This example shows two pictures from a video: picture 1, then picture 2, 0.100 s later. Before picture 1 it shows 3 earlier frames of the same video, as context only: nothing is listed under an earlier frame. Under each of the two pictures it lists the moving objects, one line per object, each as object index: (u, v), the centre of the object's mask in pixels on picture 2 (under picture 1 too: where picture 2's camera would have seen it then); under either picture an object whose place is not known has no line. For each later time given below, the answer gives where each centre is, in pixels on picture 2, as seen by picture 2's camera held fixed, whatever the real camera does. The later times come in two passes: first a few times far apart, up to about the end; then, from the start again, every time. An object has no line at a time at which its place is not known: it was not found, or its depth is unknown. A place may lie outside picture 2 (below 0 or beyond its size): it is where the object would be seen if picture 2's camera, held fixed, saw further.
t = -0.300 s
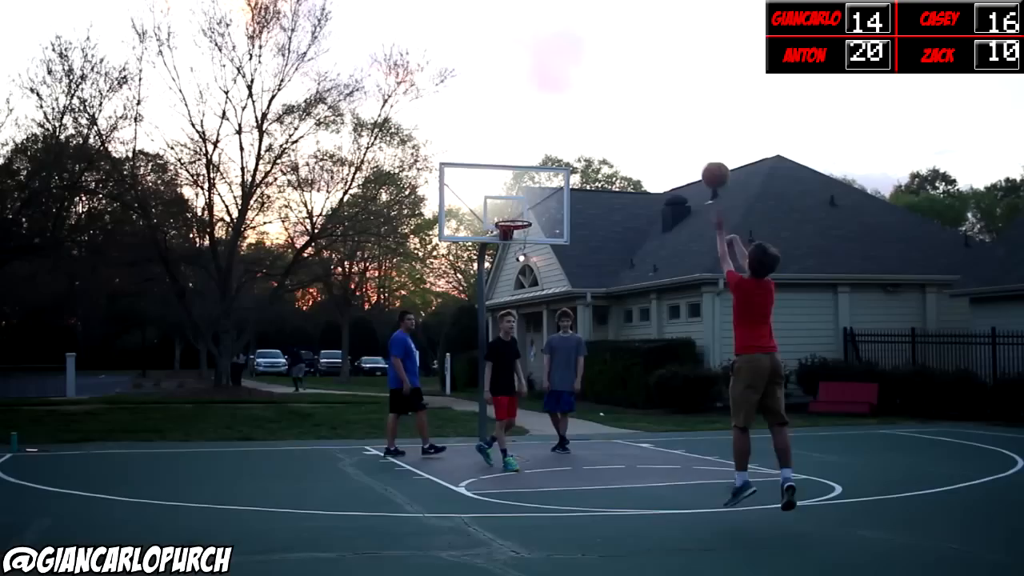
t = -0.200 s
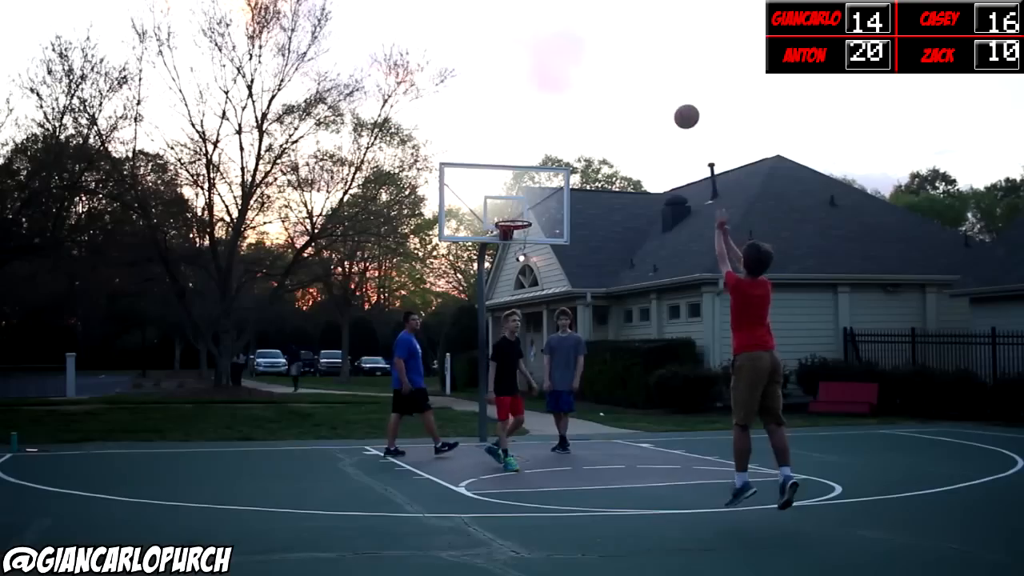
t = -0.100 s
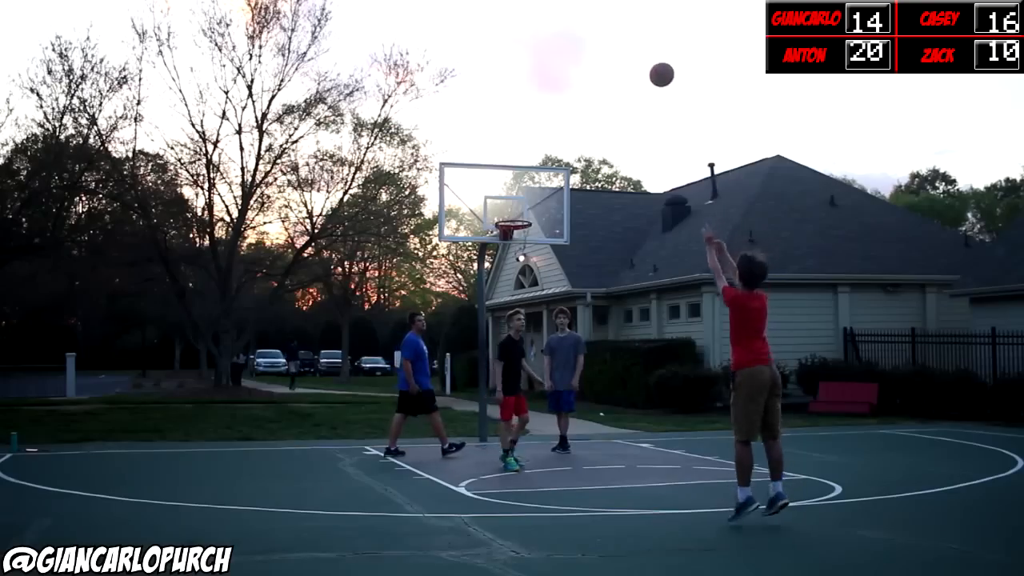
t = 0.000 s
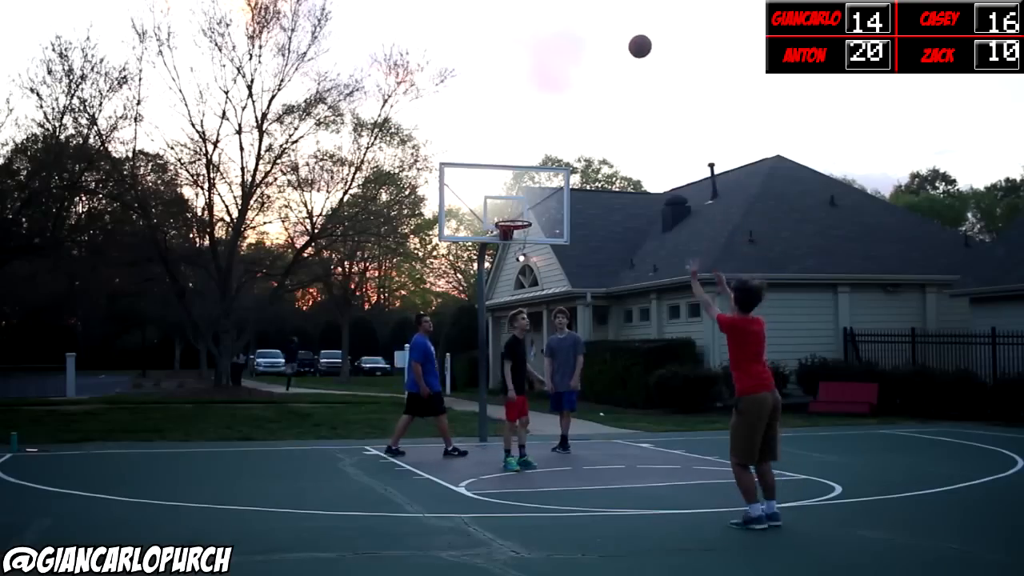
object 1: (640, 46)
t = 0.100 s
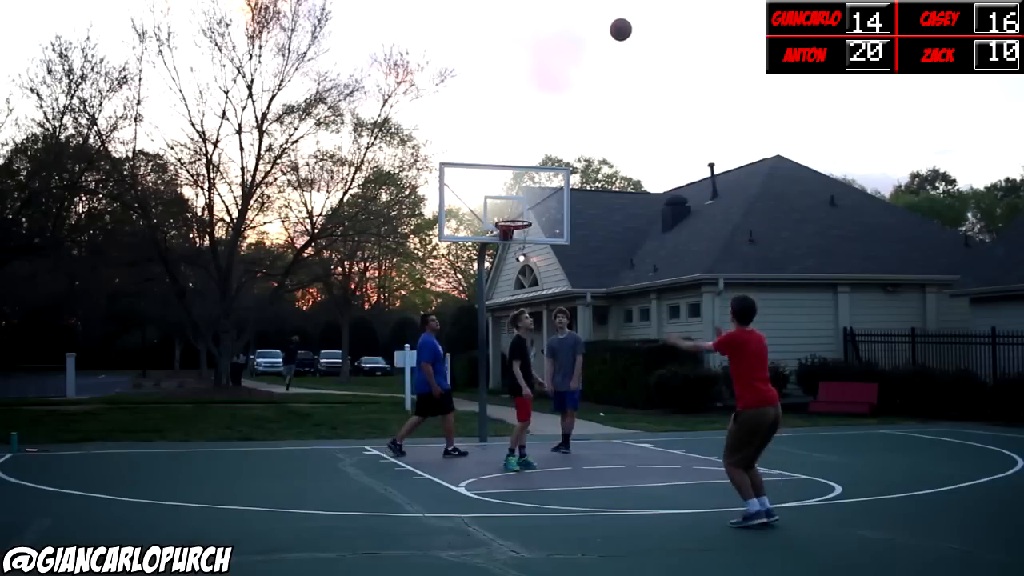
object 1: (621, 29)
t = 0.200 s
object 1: (604, 23)
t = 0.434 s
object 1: (570, 42)
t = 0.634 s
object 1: (547, 90)
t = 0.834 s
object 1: (527, 162)
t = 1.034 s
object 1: (506, 197)
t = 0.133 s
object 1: (615, 26)
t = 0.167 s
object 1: (609, 24)
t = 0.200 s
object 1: (604, 23)
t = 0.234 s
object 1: (598, 23)
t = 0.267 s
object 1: (593, 24)
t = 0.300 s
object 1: (588, 26)
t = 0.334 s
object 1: (584, 29)
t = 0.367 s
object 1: (579, 32)
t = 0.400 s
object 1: (575, 37)
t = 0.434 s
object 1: (570, 42)
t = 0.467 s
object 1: (566, 48)
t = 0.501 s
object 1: (562, 55)
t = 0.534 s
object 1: (558, 63)
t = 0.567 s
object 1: (554, 71)
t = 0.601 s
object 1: (550, 80)
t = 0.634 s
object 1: (547, 90)
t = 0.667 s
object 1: (543, 100)
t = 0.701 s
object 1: (540, 111)
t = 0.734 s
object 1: (536, 123)
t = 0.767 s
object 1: (533, 135)
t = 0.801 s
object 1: (530, 148)
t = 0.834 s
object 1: (527, 162)
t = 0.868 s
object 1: (524, 175)
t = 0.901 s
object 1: (521, 190)
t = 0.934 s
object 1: (518, 205)
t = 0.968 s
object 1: (516, 220)
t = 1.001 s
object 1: (511, 208)
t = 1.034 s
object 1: (506, 197)
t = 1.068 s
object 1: (502, 186)
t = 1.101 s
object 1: (497, 176)
